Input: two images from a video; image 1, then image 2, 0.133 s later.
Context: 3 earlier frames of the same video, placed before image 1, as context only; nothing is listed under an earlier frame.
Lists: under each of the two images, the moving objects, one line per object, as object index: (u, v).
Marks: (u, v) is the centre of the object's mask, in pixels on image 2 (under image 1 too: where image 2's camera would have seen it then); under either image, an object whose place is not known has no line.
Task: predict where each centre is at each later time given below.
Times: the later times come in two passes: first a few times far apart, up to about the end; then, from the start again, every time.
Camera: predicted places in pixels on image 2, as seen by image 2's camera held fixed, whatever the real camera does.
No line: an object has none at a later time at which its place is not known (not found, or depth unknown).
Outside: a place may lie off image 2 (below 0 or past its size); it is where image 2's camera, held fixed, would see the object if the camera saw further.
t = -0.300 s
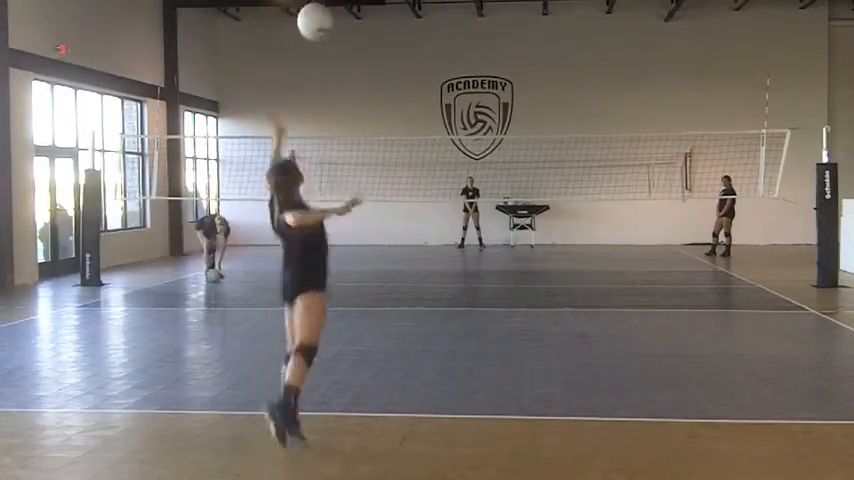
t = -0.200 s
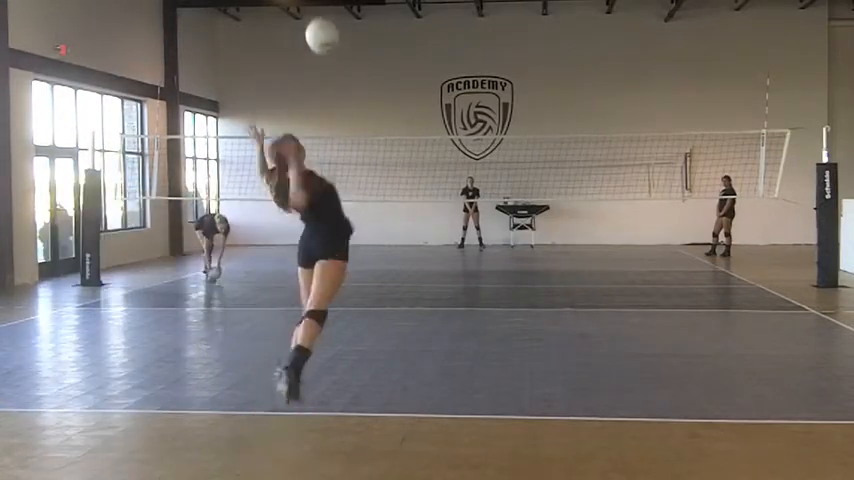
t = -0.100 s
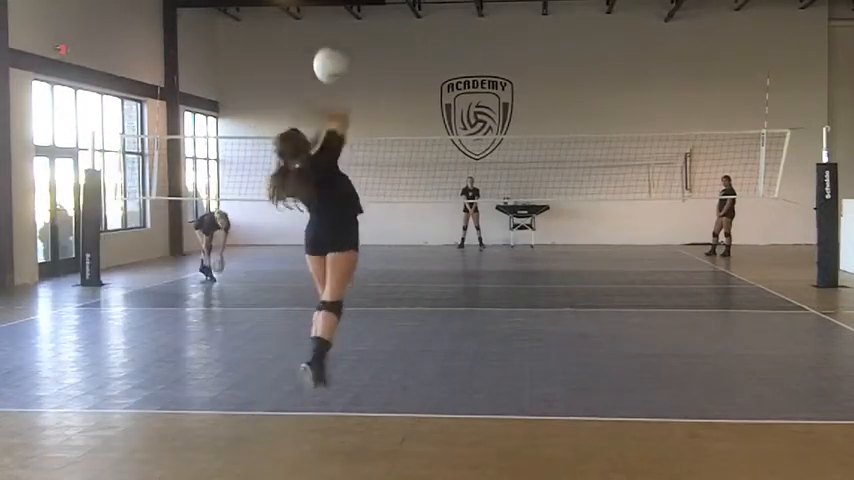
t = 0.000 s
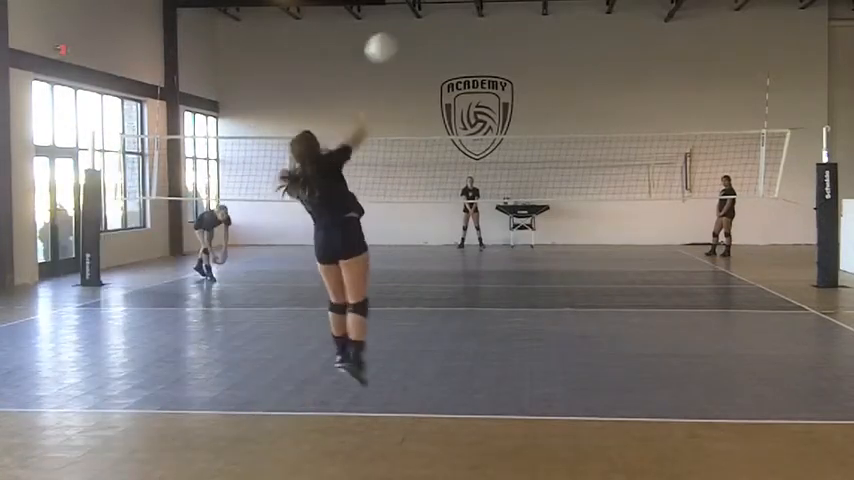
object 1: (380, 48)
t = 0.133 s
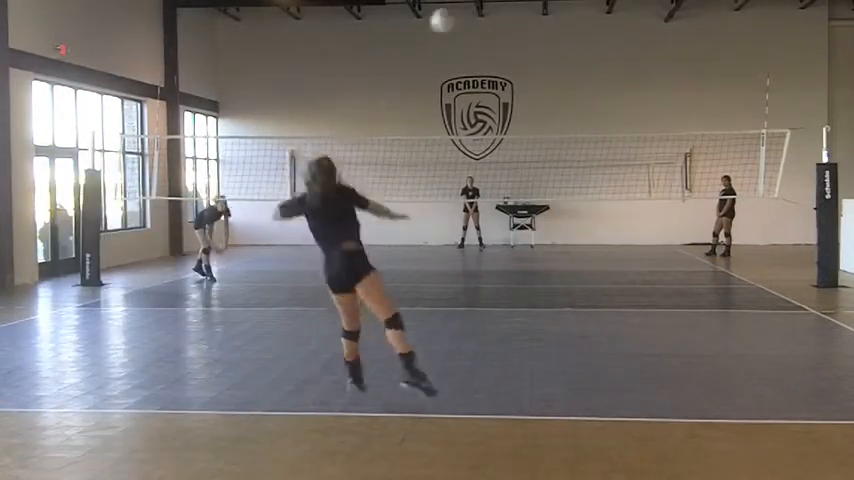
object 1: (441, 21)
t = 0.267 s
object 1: (476, 17)
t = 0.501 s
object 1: (506, 43)
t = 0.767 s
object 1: (521, 103)
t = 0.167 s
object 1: (452, 18)
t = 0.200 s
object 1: (461, 17)
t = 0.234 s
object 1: (470, 16)
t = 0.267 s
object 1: (476, 17)
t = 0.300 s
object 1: (482, 18)
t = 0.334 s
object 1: (489, 21)
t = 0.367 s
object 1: (492, 24)
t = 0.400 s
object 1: (496, 28)
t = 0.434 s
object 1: (501, 33)
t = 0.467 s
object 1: (504, 38)
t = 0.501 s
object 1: (506, 43)
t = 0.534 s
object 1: (510, 49)
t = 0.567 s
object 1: (512, 54)
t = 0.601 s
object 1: (514, 64)
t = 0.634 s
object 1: (516, 70)
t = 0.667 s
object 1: (517, 77)
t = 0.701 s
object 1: (519, 85)
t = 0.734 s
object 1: (519, 94)
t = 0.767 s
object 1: (521, 103)
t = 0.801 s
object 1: (522, 110)
